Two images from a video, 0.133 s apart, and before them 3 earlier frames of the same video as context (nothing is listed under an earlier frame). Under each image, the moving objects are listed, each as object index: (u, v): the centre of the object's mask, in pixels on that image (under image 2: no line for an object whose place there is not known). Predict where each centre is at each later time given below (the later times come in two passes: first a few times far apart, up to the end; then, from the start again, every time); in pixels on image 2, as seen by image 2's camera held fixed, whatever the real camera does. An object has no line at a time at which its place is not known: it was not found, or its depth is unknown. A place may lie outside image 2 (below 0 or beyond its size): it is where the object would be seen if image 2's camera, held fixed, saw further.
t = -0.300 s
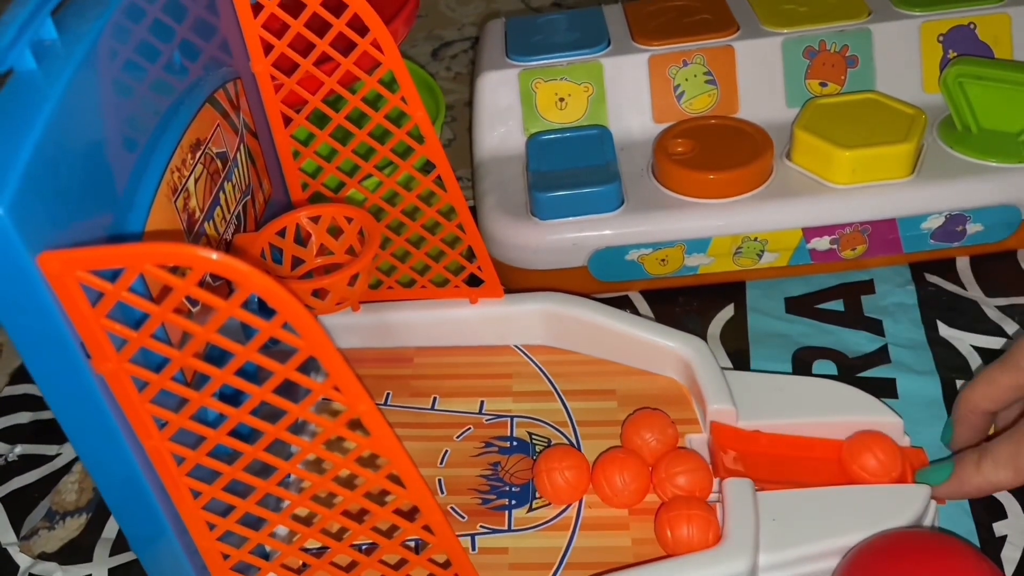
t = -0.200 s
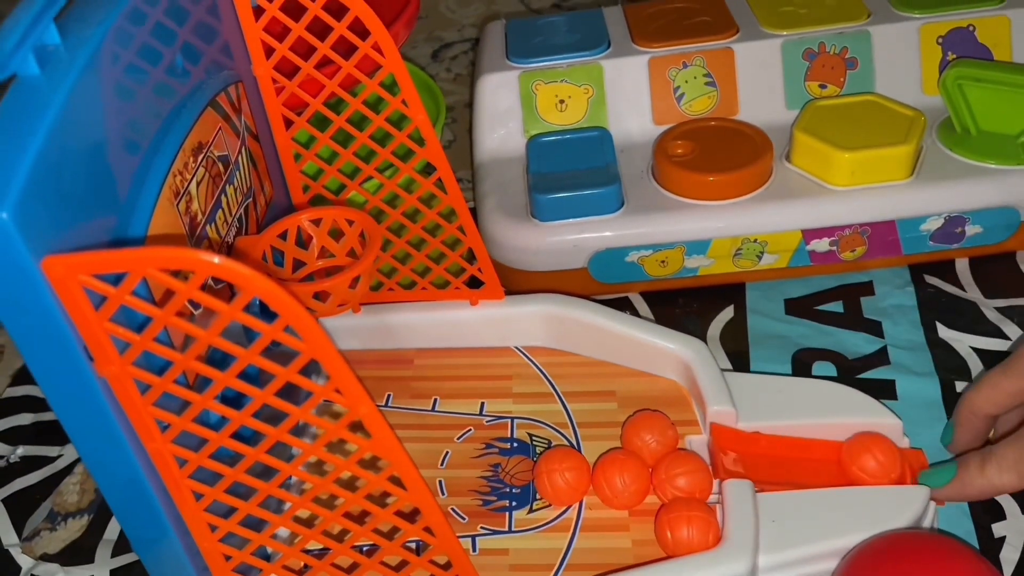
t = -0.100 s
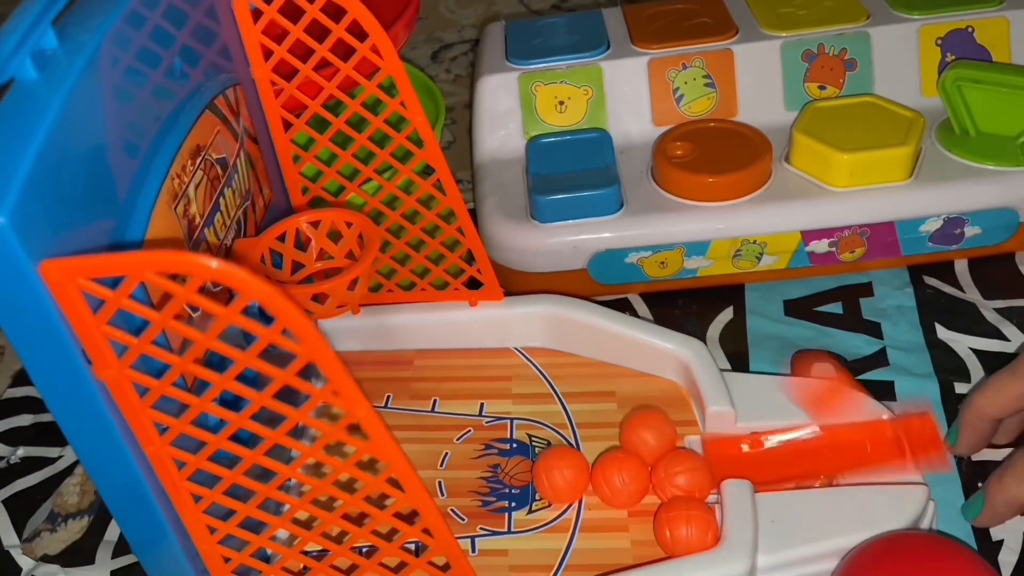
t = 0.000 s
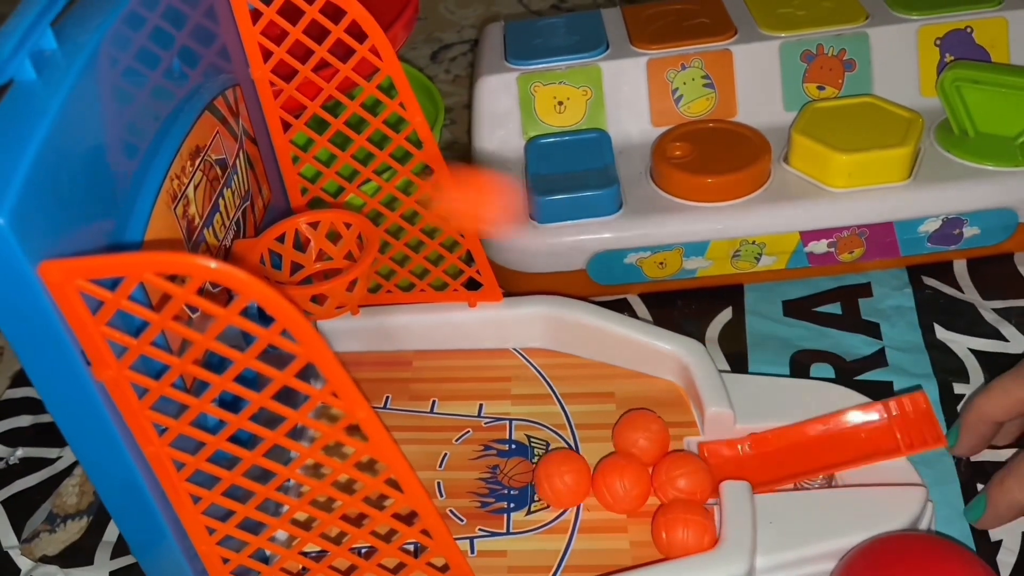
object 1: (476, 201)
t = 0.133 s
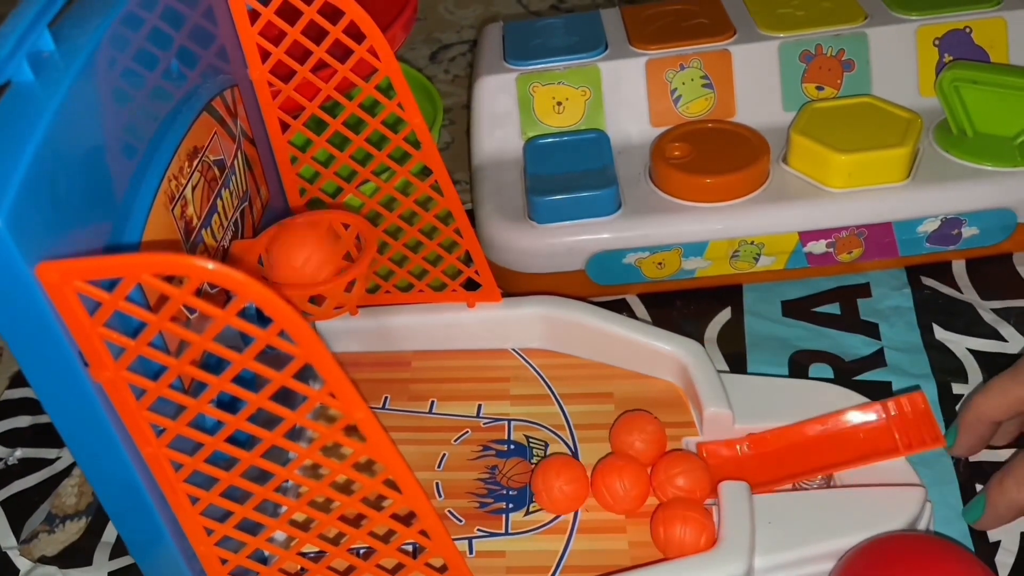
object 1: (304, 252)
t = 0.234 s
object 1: (312, 269)
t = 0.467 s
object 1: (450, 469)
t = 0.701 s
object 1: (507, 474)
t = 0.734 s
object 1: (509, 474)
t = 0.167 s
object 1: (303, 262)
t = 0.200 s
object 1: (320, 265)
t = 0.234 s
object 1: (312, 269)
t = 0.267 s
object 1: (319, 271)
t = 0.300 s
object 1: (320, 270)
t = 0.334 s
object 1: (351, 331)
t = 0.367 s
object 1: (378, 381)
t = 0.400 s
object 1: (419, 460)
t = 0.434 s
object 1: (431, 463)
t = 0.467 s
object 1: (450, 469)
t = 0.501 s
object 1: (471, 470)
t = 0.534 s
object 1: (495, 471)
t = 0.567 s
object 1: (507, 471)
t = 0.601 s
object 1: (508, 471)
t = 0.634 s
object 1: (507, 472)
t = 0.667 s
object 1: (506, 474)
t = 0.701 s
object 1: (507, 474)
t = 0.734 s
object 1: (509, 474)
